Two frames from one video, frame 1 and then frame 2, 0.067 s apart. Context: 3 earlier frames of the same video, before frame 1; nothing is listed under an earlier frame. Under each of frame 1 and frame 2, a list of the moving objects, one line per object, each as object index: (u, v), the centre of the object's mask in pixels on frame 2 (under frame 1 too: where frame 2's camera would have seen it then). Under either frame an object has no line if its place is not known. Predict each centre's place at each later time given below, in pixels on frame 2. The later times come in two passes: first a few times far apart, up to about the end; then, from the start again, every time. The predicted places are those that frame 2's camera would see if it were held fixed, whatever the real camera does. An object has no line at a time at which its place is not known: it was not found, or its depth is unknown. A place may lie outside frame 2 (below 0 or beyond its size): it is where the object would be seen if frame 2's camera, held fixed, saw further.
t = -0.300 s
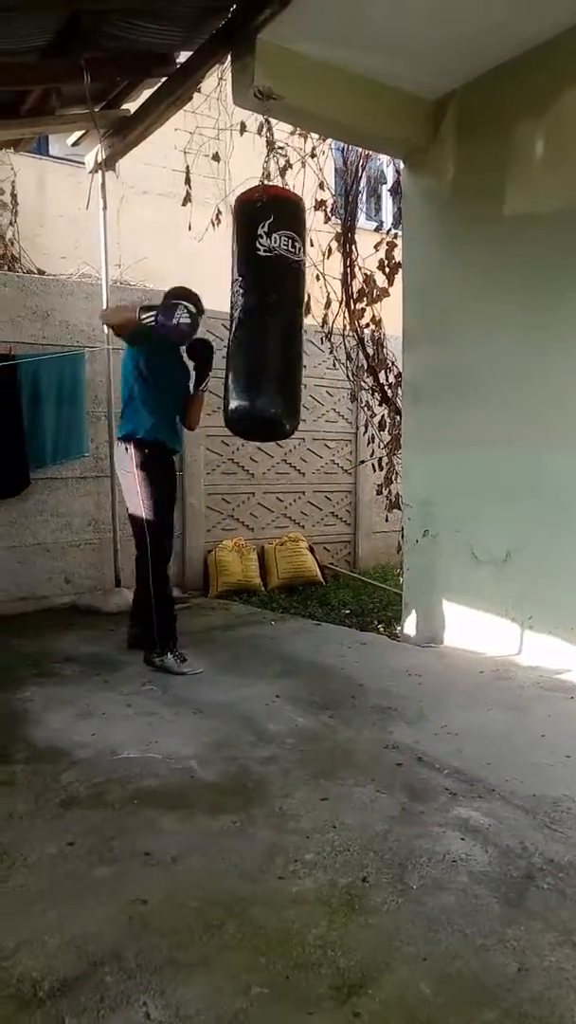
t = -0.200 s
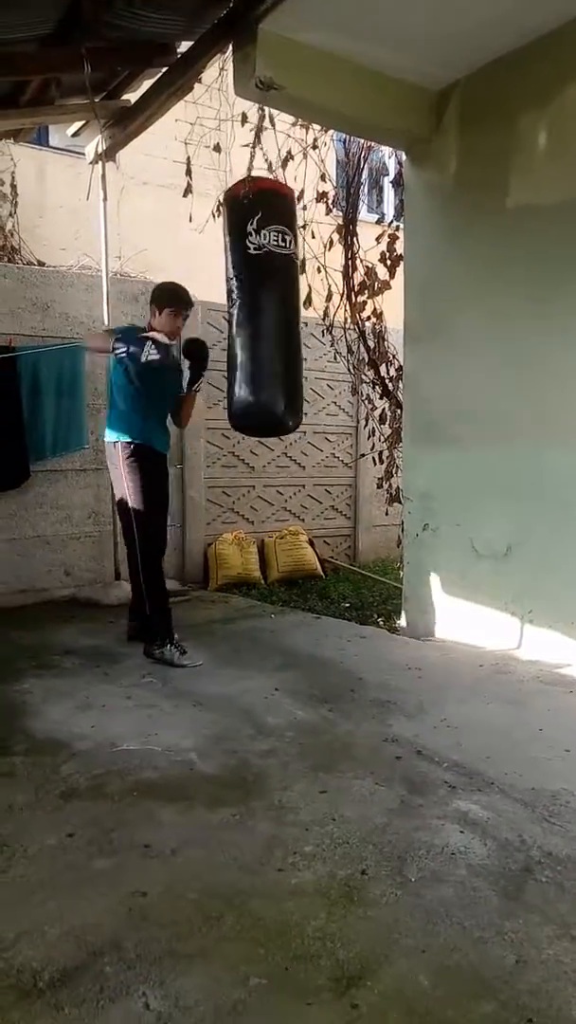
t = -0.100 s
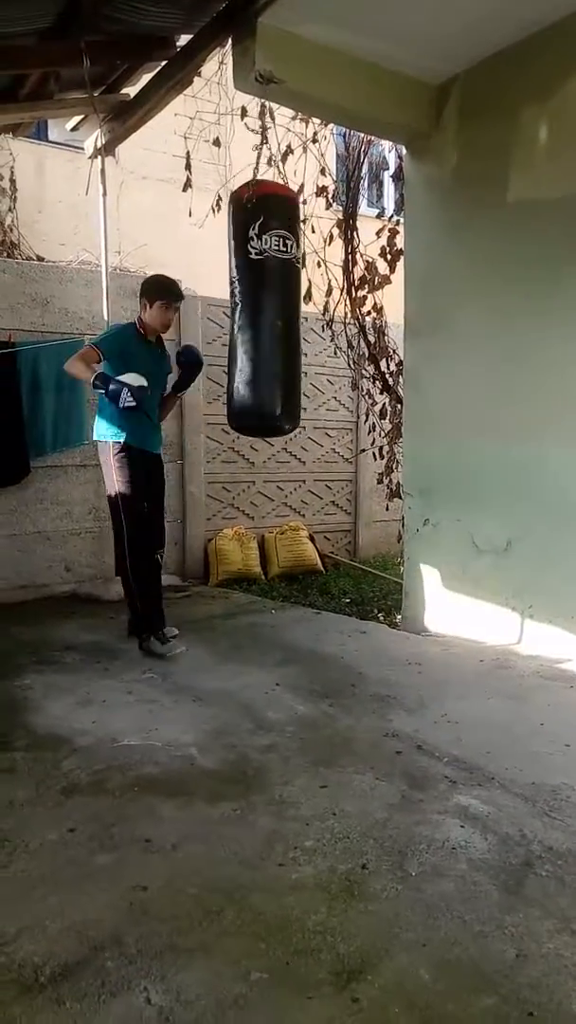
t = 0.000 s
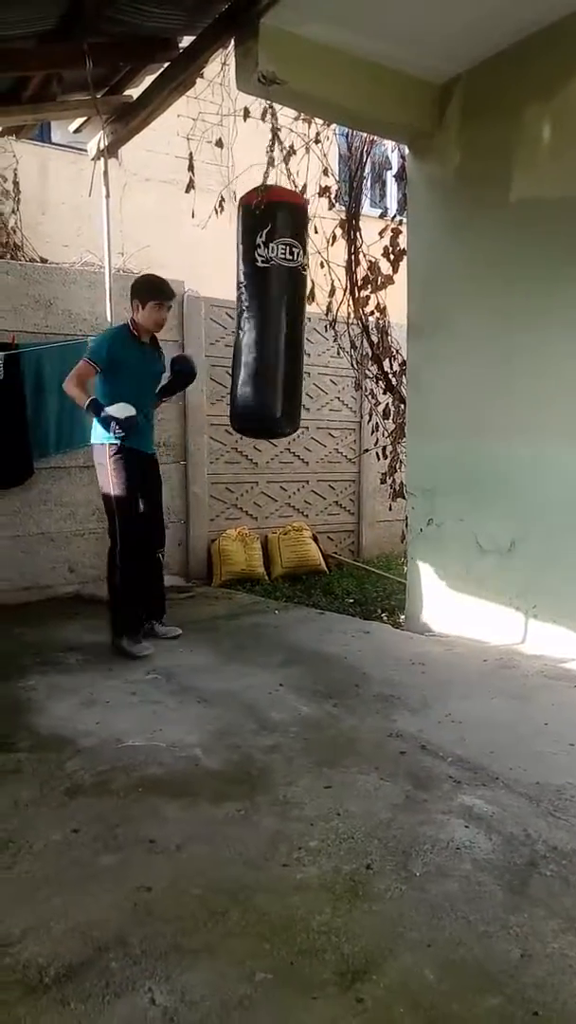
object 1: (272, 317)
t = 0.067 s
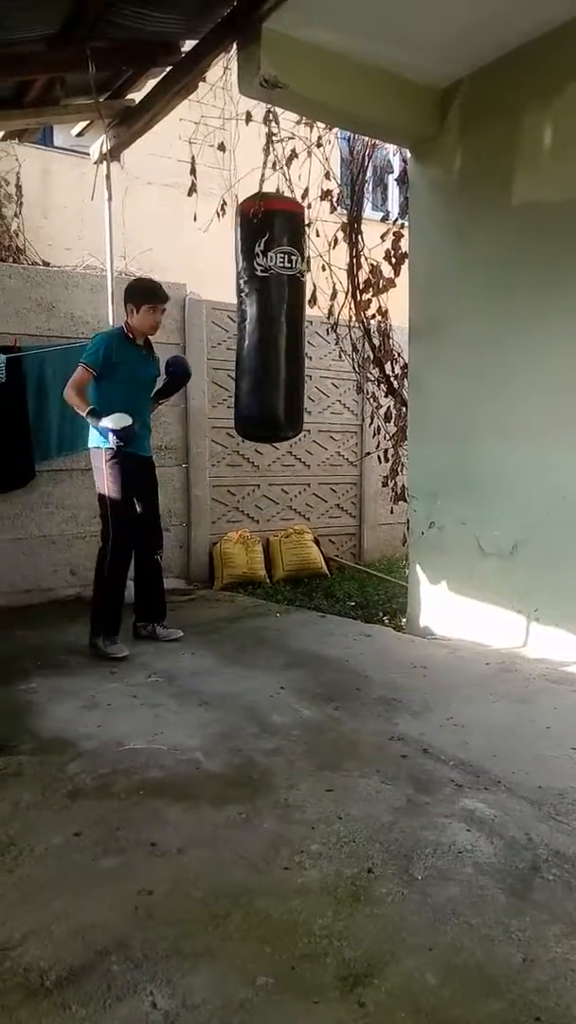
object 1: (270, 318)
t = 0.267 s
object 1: (273, 318)
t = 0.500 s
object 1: (273, 316)
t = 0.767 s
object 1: (274, 317)
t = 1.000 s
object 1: (276, 320)
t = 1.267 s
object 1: (277, 316)
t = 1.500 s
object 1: (275, 308)
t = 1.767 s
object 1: (273, 306)
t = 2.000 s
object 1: (271, 313)
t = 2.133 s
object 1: (271, 318)
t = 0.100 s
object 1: (270, 319)
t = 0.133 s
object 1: (269, 319)
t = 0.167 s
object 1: (269, 319)
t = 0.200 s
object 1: (270, 320)
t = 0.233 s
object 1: (272, 319)
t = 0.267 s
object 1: (273, 318)
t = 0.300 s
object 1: (273, 318)
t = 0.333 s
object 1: (273, 318)
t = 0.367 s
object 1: (273, 317)
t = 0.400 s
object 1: (272, 317)
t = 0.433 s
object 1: (272, 316)
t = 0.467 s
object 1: (272, 316)
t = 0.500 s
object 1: (273, 316)
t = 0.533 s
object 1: (274, 316)
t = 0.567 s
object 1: (275, 316)
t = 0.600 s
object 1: (275, 316)
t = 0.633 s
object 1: (275, 316)
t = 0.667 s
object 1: (275, 316)
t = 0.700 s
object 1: (275, 316)
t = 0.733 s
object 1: (274, 316)
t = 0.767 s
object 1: (274, 317)
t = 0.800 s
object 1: (275, 317)
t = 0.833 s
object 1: (275, 318)
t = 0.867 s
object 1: (276, 319)
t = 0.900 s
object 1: (277, 319)
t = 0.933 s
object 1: (277, 319)
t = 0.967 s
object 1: (277, 320)
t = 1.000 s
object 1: (276, 320)
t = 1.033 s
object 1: (276, 320)
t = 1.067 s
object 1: (276, 320)
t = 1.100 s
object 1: (276, 319)
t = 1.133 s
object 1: (277, 319)
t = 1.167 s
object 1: (277, 318)
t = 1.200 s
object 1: (277, 318)
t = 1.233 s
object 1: (277, 317)
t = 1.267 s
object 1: (277, 316)
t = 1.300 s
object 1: (276, 315)
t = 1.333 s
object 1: (276, 313)
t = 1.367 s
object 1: (275, 312)
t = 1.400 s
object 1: (275, 311)
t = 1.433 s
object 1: (276, 309)
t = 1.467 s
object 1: (276, 309)
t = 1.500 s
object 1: (275, 308)
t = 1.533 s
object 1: (275, 307)
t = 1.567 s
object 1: (274, 306)
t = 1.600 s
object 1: (274, 305)
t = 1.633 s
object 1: (273, 305)
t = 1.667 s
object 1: (273, 305)
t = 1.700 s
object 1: (273, 305)
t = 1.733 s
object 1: (273, 305)
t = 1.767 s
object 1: (273, 306)
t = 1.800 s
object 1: (273, 307)
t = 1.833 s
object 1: (272, 307)
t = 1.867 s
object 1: (272, 308)
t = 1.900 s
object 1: (271, 309)
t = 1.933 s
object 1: (271, 310)
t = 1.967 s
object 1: (271, 312)
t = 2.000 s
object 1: (271, 313)
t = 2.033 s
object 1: (271, 314)
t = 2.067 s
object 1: (271, 315)
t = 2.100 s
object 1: (271, 317)
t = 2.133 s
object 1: (271, 318)
